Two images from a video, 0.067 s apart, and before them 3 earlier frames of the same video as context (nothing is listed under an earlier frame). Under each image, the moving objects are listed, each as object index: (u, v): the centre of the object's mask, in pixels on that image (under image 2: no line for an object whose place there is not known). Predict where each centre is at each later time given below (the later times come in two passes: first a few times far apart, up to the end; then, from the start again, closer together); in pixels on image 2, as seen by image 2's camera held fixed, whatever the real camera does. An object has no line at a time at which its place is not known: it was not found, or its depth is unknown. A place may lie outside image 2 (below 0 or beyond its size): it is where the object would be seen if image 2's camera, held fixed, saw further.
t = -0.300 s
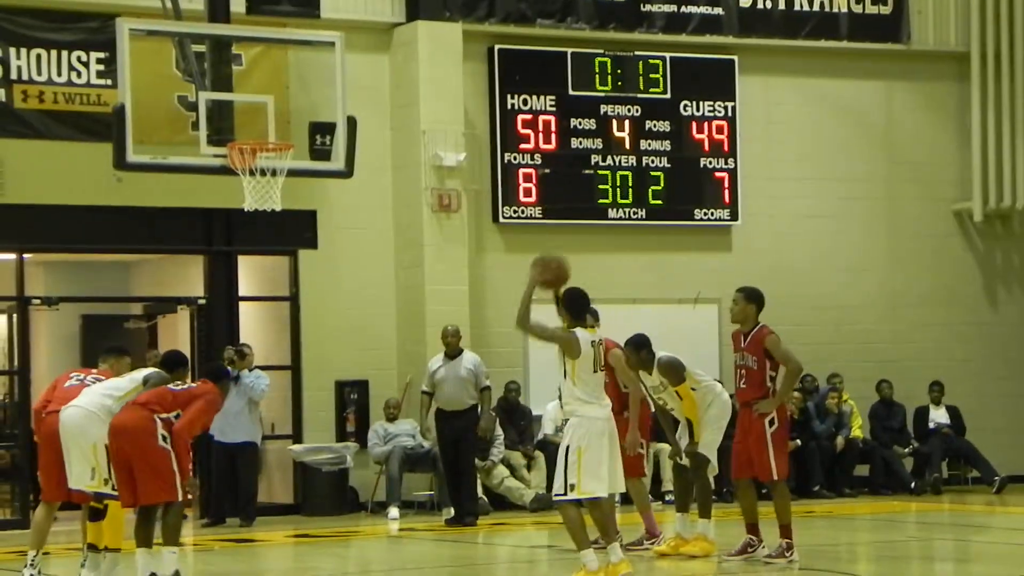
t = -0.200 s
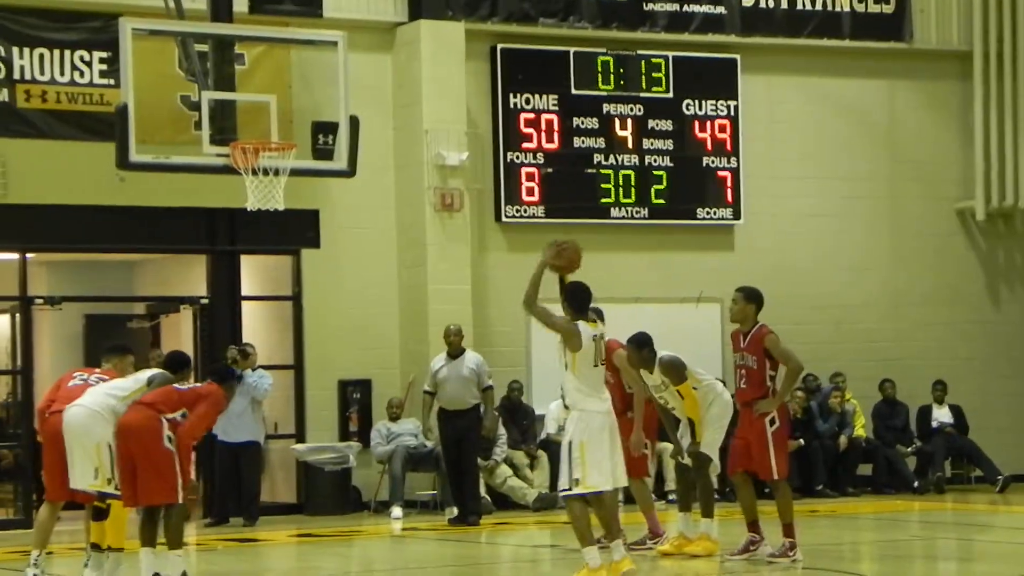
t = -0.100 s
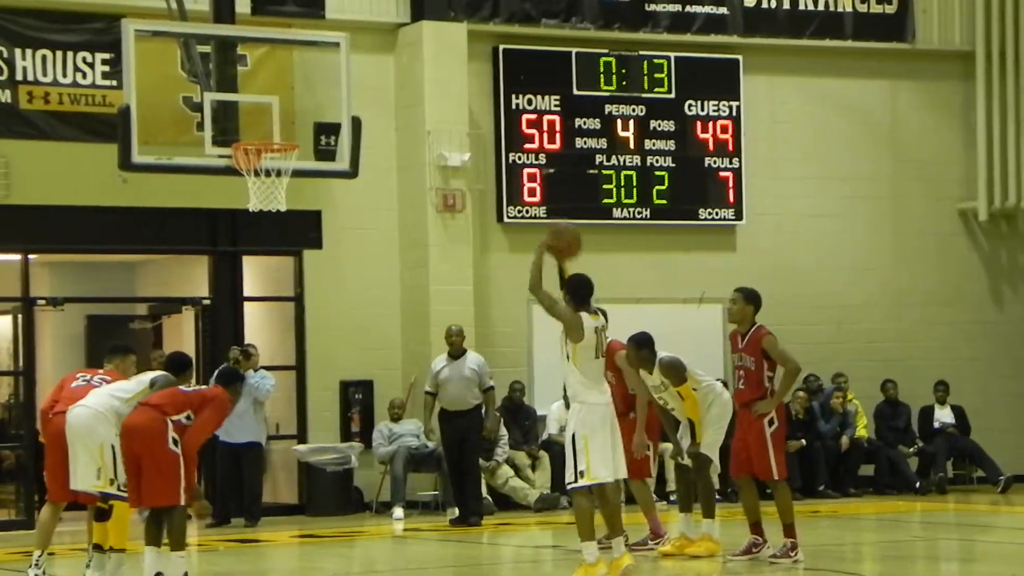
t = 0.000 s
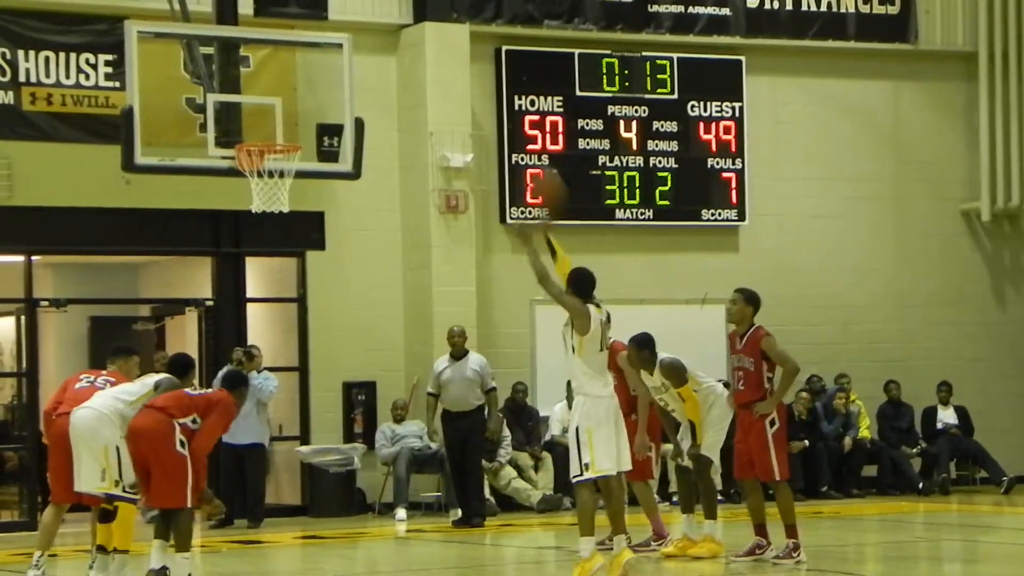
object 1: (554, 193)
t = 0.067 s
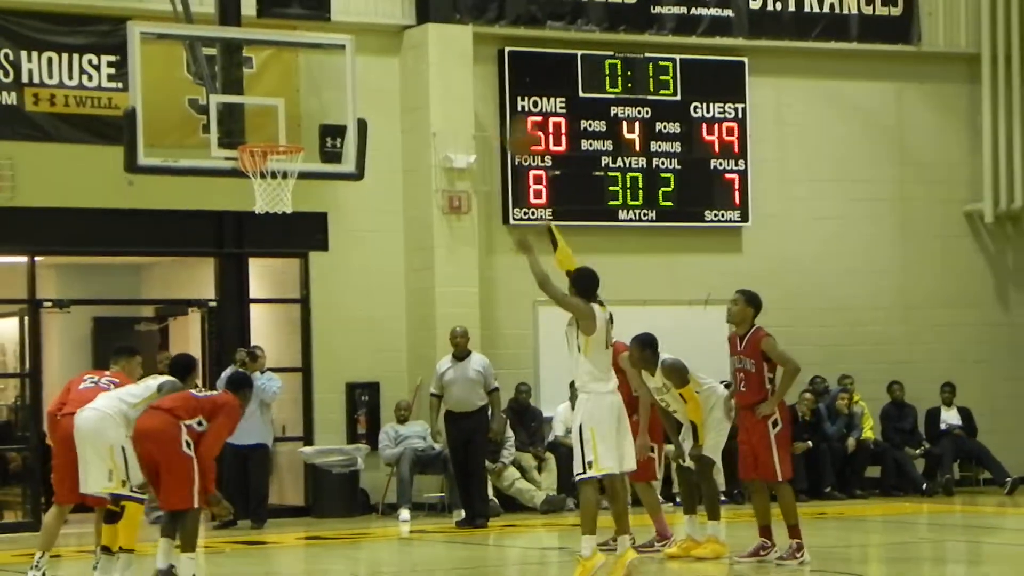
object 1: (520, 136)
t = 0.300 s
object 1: (445, 35)
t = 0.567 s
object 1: (367, 21)
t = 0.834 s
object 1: (302, 103)
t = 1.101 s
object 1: (258, 157)
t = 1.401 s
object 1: (301, 198)
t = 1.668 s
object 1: (296, 249)
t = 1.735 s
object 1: (295, 282)
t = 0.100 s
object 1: (512, 123)
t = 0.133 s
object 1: (500, 102)
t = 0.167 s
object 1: (488, 86)
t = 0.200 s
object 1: (476, 71)
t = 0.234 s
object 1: (466, 57)
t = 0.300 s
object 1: (445, 35)
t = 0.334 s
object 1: (433, 27)
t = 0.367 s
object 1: (426, 22)
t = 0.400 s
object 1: (414, 18)
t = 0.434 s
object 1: (405, 16)
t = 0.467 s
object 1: (395, 15)
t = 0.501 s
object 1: (385, 14)
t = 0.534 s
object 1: (376, 17)
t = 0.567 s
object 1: (367, 21)
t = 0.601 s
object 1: (359, 26)
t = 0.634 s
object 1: (351, 31)
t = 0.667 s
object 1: (341, 42)
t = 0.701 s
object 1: (333, 51)
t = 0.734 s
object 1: (326, 61)
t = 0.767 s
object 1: (319, 73)
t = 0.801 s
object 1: (310, 88)
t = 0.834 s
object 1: (302, 103)
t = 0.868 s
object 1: (297, 117)
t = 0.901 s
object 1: (289, 132)
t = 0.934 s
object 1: (283, 135)
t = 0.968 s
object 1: (279, 137)
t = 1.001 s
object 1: (278, 150)
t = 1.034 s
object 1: (266, 152)
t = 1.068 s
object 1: (261, 155)
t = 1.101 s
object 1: (258, 157)
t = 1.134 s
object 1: (262, 157)
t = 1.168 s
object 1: (272, 162)
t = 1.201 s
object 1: (277, 166)
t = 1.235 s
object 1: (284, 172)
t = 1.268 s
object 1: (293, 180)
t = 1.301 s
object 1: (295, 182)
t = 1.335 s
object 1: (298, 184)
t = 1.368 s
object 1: (299, 185)
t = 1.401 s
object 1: (301, 198)
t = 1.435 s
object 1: (302, 200)
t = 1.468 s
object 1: (301, 203)
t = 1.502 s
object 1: (300, 207)
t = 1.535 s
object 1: (299, 213)
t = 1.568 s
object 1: (297, 220)
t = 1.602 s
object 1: (296, 228)
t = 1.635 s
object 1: (297, 238)
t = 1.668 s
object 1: (296, 249)
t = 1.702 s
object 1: (296, 264)
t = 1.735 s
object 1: (295, 282)
